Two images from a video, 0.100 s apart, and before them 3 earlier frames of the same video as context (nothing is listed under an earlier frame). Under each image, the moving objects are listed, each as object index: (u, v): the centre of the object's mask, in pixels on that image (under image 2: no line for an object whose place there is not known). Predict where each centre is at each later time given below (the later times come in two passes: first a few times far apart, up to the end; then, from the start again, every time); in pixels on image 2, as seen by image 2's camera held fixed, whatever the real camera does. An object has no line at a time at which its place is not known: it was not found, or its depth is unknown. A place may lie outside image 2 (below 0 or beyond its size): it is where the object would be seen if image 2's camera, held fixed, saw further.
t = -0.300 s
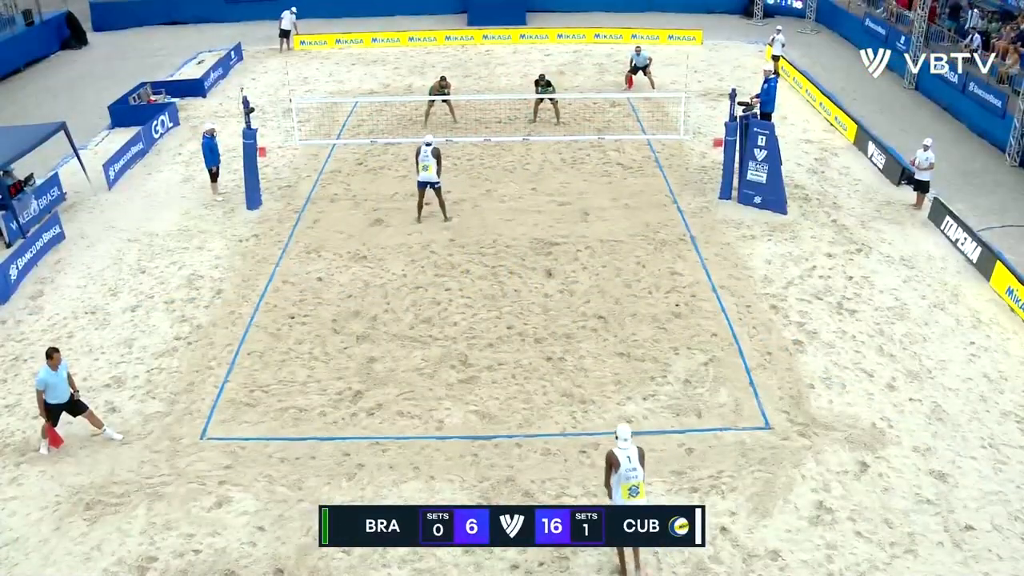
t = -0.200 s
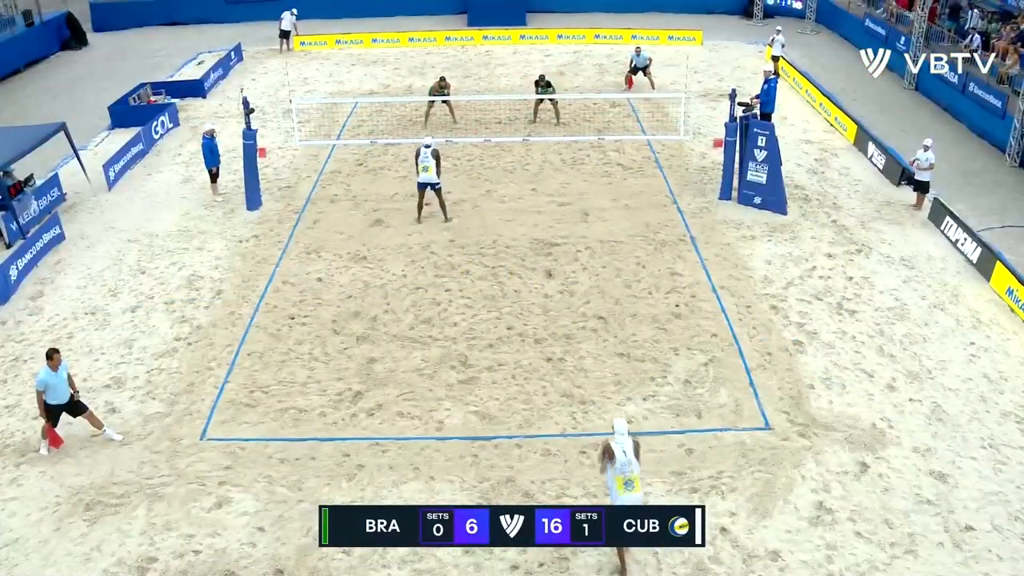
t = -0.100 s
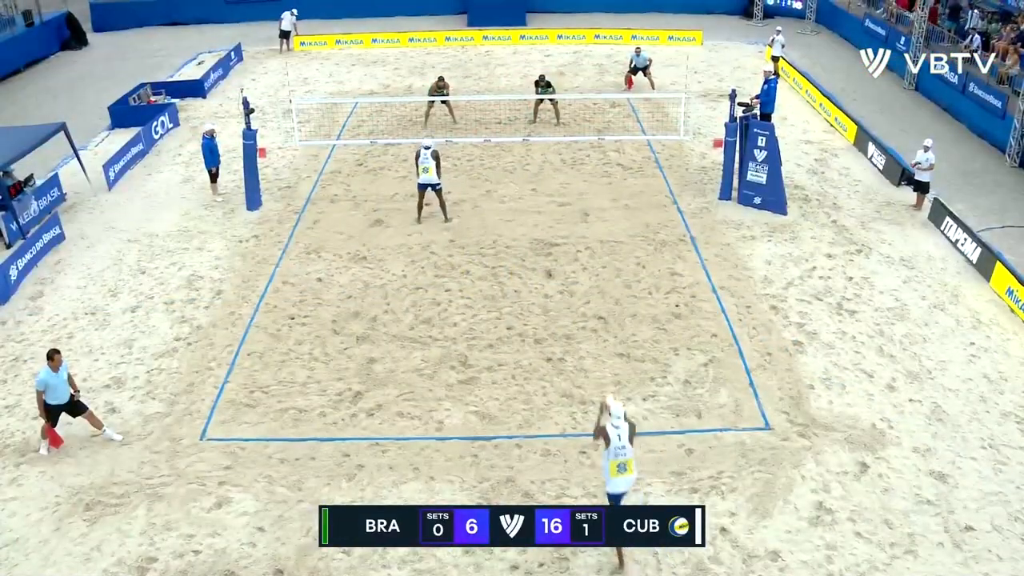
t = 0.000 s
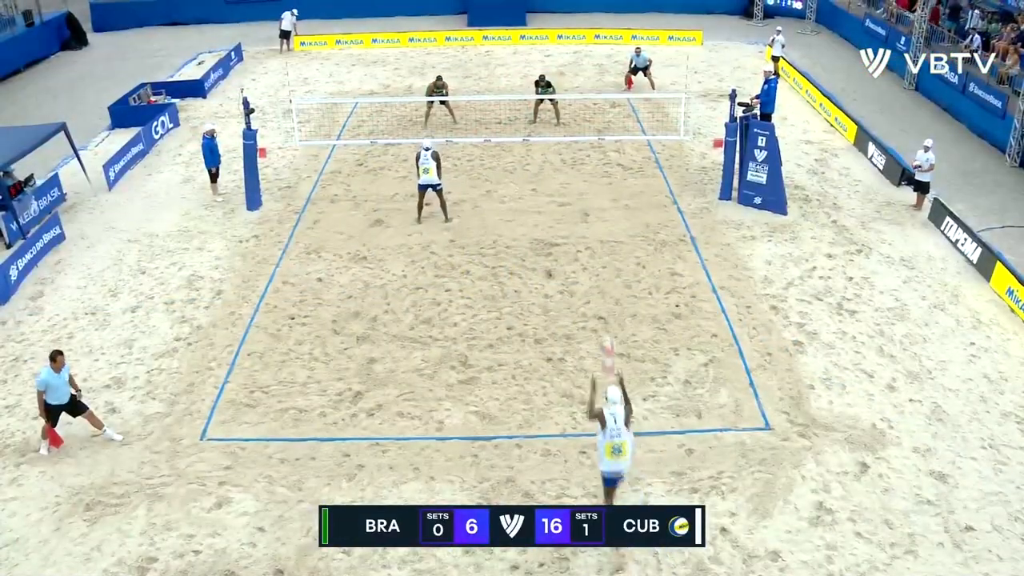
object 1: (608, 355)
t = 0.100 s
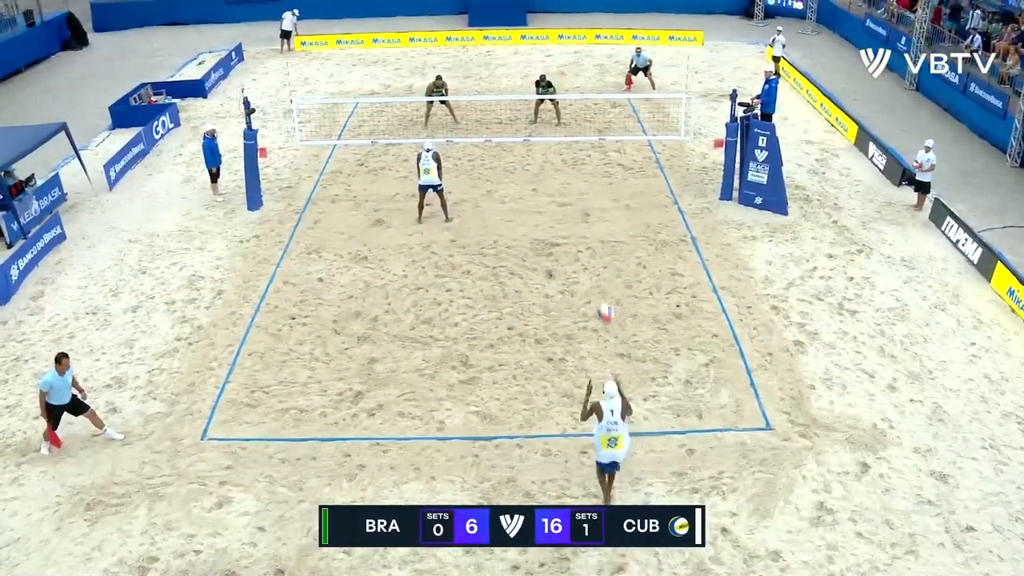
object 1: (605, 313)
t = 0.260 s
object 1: (599, 261)
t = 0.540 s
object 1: (586, 219)
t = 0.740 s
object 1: (577, 223)
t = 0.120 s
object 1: (605, 306)
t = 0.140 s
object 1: (604, 298)
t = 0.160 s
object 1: (603, 290)
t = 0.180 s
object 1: (602, 284)
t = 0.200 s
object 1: (602, 278)
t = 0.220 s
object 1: (601, 272)
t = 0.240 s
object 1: (600, 266)
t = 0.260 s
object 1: (599, 261)
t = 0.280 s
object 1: (599, 255)
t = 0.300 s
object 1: (598, 251)
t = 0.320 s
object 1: (597, 247)
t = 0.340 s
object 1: (596, 242)
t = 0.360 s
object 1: (595, 239)
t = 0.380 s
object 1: (594, 235)
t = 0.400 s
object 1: (593, 232)
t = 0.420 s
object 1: (592, 229)
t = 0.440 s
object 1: (590, 226)
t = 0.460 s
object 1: (590, 224)
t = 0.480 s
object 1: (590, 223)
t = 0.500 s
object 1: (588, 221)
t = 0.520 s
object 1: (587, 220)
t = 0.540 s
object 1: (586, 219)
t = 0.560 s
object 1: (585, 218)
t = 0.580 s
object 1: (585, 217)
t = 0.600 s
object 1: (583, 217)
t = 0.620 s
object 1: (583, 217)
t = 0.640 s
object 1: (581, 218)
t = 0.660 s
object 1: (581, 218)
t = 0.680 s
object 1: (580, 219)
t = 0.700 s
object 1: (578, 220)
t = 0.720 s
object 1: (578, 221)
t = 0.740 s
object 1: (577, 223)
